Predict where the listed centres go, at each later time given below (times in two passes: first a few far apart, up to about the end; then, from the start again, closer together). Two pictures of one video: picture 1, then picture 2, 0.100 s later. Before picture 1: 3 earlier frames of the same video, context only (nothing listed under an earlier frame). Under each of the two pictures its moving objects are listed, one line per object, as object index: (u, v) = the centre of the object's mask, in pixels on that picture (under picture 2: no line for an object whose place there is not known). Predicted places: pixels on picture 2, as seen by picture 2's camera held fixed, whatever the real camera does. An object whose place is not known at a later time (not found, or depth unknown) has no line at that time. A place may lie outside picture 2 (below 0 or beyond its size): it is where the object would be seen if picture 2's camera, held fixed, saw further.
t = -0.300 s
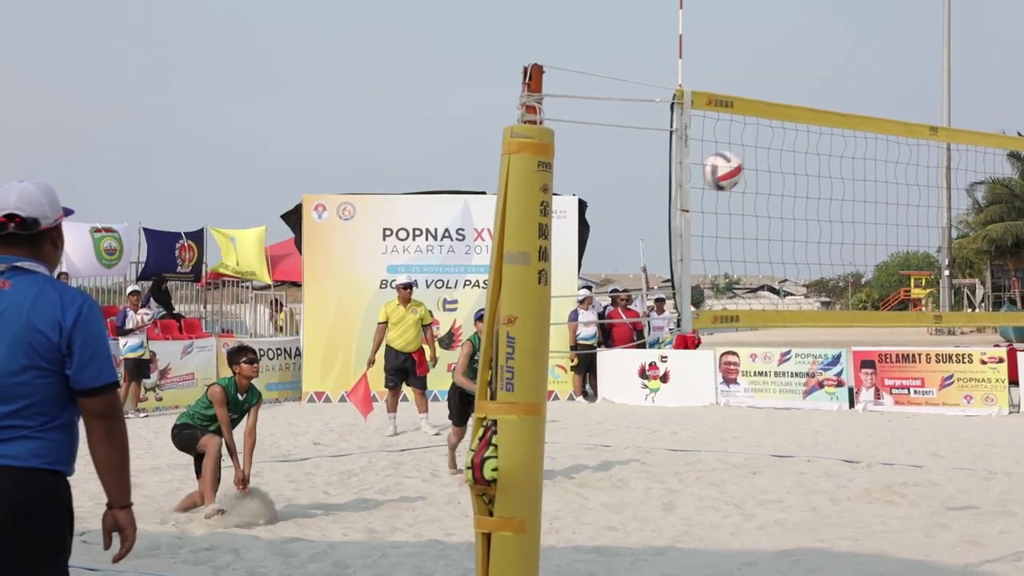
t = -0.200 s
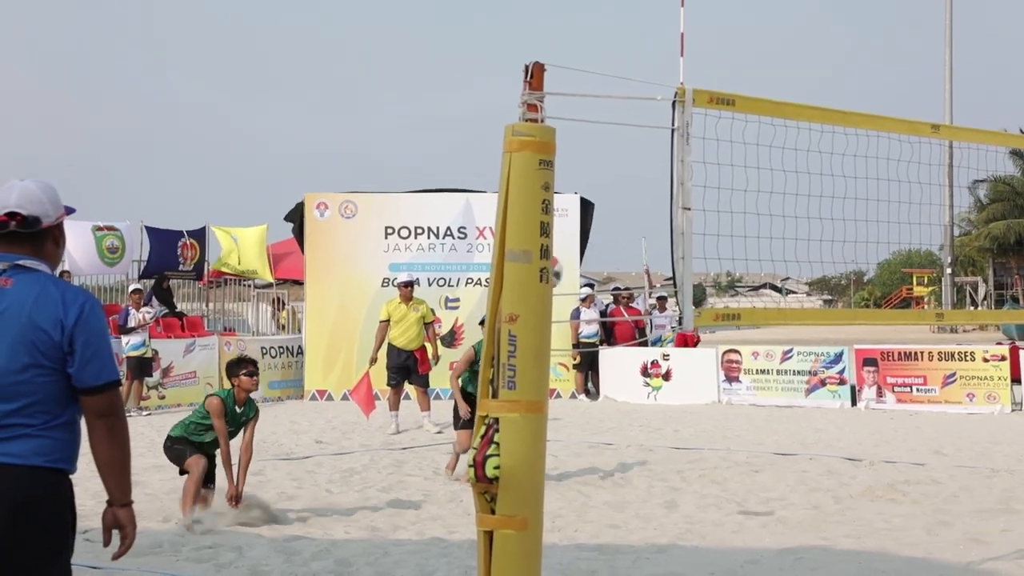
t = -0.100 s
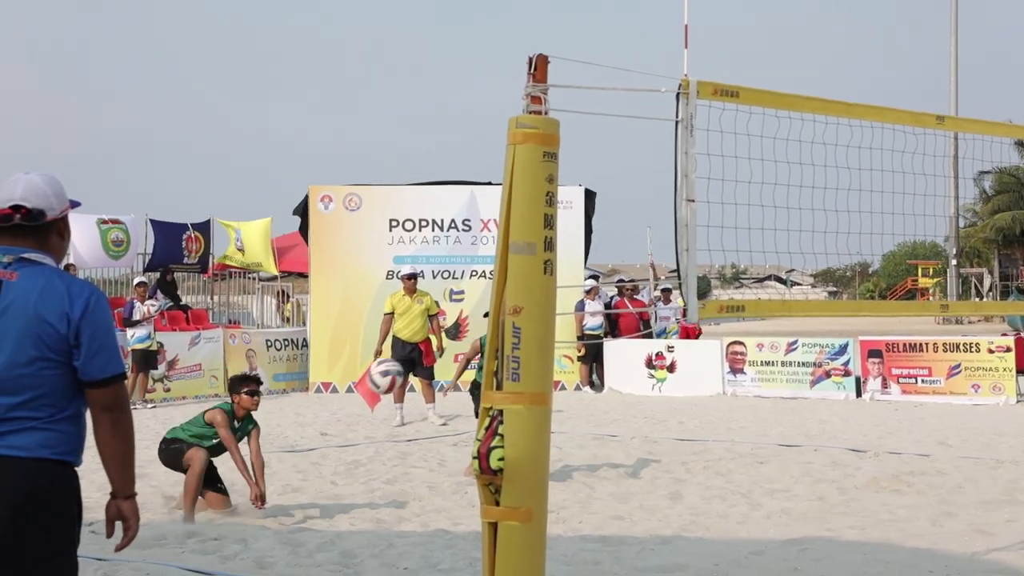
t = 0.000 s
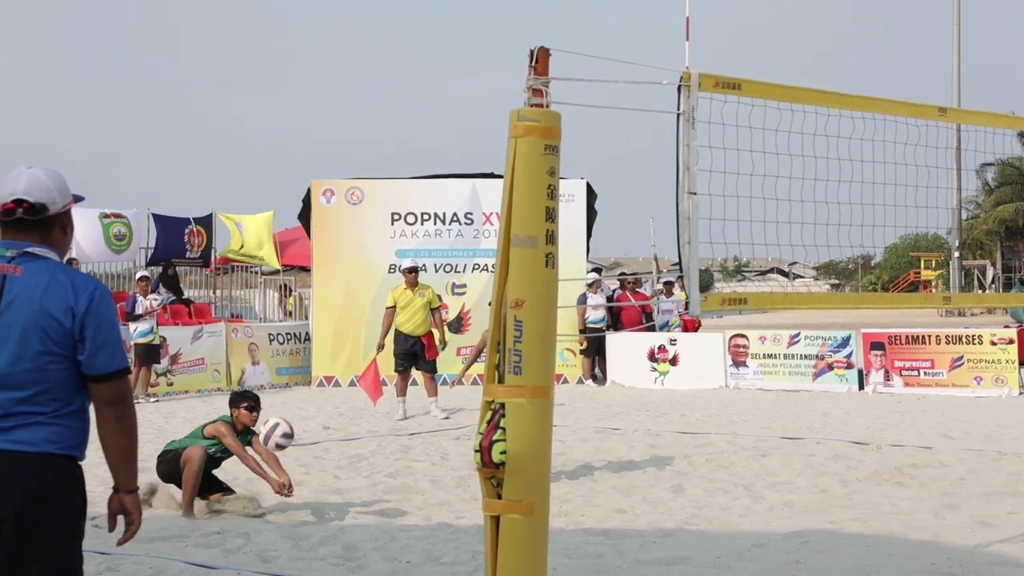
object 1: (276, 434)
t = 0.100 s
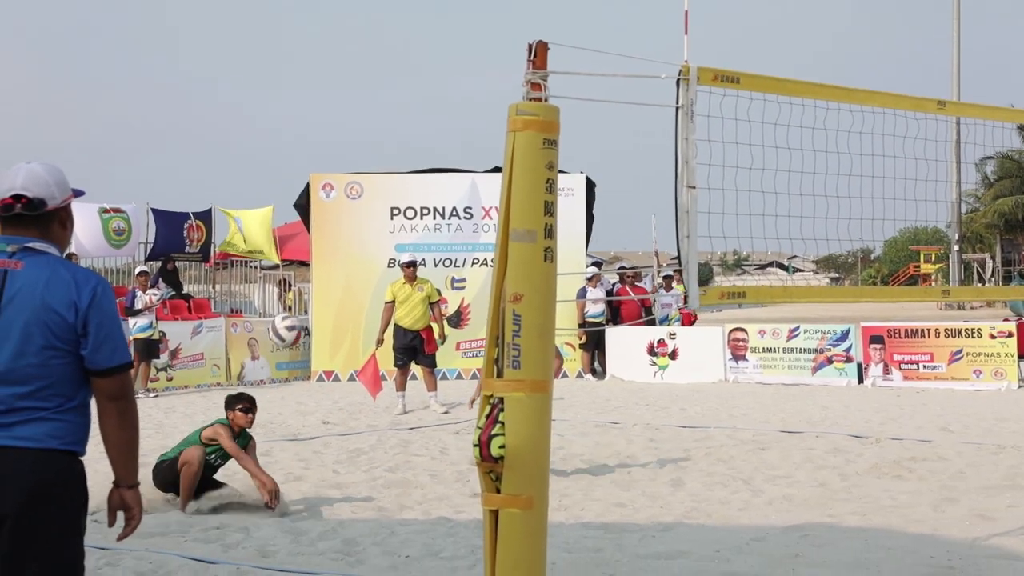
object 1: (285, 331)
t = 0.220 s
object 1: (299, 232)
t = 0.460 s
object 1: (320, 101)
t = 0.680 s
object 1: (341, 56)
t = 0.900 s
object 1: (362, 94)
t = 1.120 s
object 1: (386, 213)
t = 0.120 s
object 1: (288, 312)
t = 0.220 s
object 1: (299, 232)
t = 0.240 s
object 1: (301, 217)
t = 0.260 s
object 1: (301, 204)
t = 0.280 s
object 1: (304, 192)
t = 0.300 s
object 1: (306, 181)
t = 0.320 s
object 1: (308, 167)
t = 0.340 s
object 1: (309, 156)
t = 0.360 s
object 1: (312, 145)
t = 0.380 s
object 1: (313, 134)
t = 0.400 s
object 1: (314, 125)
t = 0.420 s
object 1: (315, 117)
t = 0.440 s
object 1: (318, 109)
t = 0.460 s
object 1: (320, 101)
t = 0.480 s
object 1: (322, 93)
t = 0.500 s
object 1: (324, 87)
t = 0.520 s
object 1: (326, 80)
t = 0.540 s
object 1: (327, 75)
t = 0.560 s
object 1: (328, 72)
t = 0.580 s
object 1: (331, 68)
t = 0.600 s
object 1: (333, 65)
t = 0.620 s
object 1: (335, 61)
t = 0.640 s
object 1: (337, 59)
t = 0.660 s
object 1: (339, 57)
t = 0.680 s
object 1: (341, 56)
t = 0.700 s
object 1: (341, 57)
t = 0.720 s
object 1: (344, 58)
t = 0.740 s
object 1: (346, 60)
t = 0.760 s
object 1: (349, 61)
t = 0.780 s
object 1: (351, 63)
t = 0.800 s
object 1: (353, 66)
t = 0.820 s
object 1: (354, 70)
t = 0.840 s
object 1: (356, 75)
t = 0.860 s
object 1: (358, 81)
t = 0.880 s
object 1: (360, 88)
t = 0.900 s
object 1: (362, 94)
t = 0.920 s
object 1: (365, 101)
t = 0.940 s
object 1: (367, 109)
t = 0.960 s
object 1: (369, 117)
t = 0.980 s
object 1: (370, 127)
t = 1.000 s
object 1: (372, 138)
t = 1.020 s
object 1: (375, 149)
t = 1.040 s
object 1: (377, 161)
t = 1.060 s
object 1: (379, 172)
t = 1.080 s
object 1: (382, 185)
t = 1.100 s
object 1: (385, 199)
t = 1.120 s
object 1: (386, 213)
